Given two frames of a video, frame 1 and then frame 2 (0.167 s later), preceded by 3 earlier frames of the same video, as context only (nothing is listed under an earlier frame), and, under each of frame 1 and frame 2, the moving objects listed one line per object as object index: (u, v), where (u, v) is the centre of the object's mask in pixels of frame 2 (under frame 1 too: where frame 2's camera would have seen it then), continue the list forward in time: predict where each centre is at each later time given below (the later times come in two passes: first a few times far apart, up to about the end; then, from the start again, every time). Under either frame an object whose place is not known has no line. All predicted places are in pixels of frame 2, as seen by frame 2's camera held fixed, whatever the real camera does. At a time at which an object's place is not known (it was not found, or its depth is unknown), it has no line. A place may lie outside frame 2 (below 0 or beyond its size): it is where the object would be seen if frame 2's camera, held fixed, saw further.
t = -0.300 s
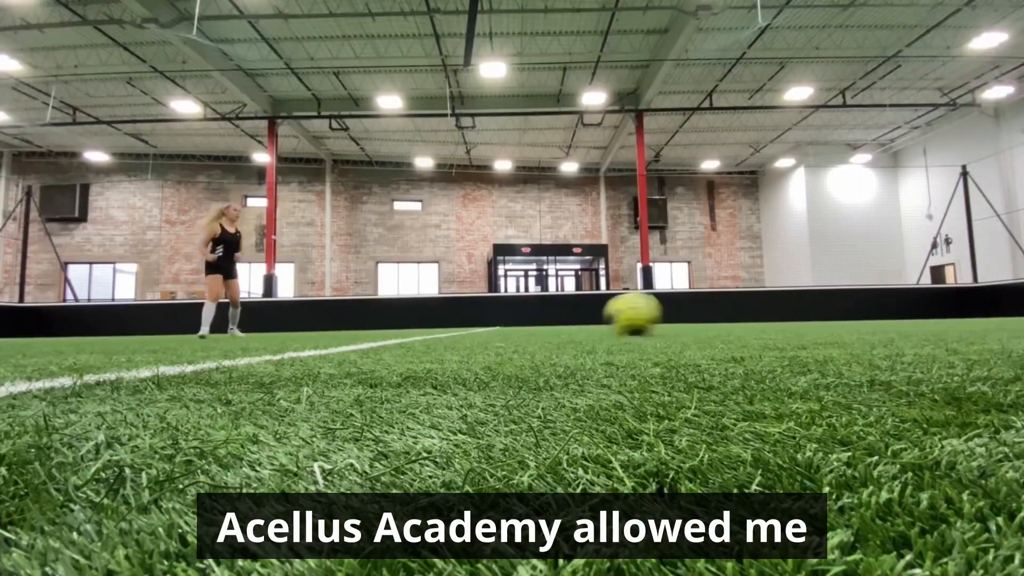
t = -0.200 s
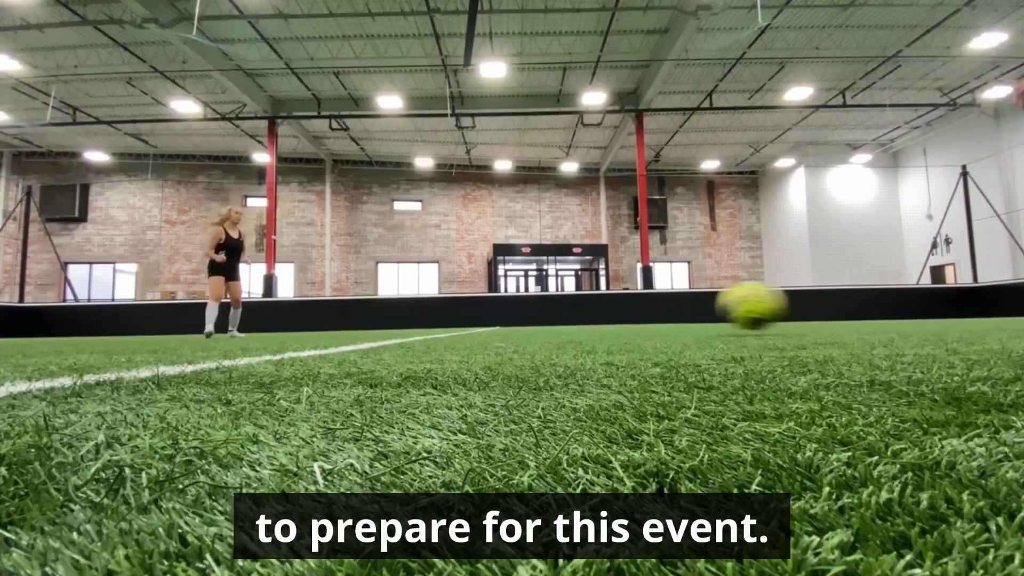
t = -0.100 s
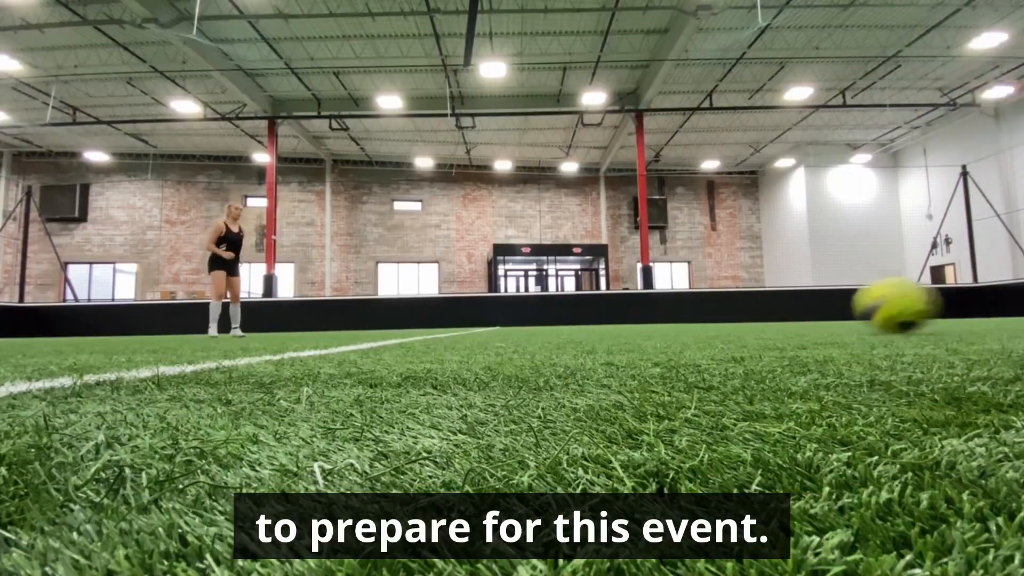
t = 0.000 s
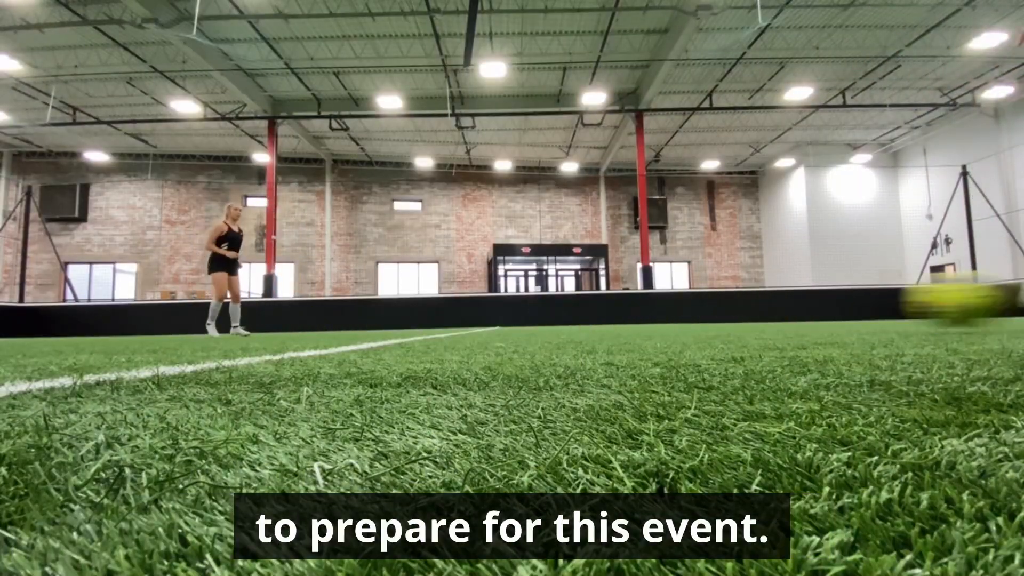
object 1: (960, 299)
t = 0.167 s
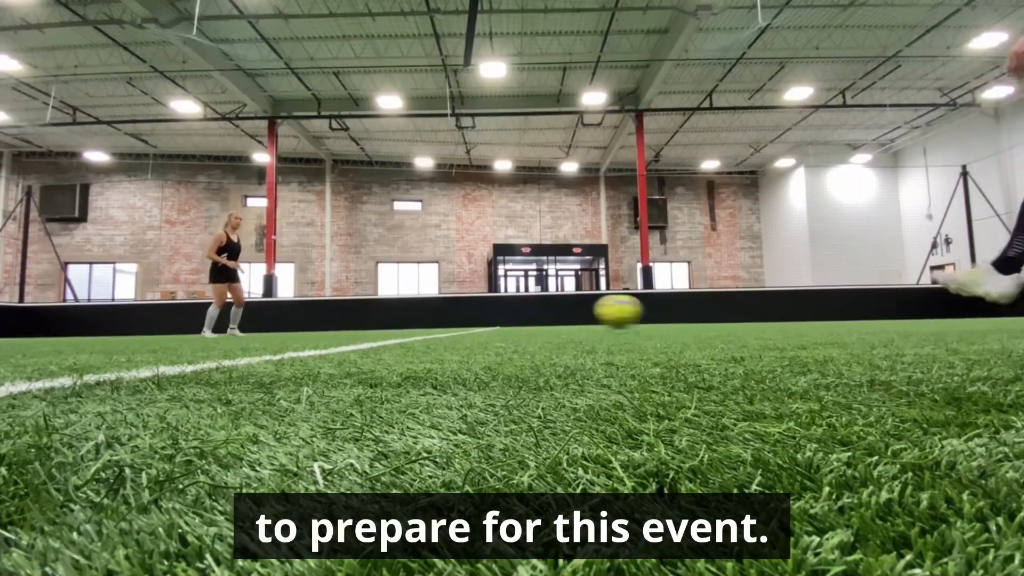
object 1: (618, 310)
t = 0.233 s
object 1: (552, 312)
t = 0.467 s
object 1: (423, 321)
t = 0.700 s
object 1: (360, 325)
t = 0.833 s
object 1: (336, 326)
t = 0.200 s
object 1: (583, 311)
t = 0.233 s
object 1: (552, 312)
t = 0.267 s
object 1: (526, 315)
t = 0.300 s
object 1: (502, 319)
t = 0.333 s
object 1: (482, 321)
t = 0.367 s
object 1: (465, 319)
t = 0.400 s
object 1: (450, 319)
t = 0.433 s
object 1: (436, 320)
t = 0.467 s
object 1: (423, 321)
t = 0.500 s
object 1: (411, 324)
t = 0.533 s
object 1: (401, 323)
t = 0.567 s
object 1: (391, 323)
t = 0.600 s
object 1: (383, 323)
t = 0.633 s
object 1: (374, 325)
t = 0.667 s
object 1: (367, 325)
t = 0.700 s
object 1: (360, 325)
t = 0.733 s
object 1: (354, 325)
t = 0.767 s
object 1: (347, 326)
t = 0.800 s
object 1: (342, 326)
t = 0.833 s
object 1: (336, 326)
